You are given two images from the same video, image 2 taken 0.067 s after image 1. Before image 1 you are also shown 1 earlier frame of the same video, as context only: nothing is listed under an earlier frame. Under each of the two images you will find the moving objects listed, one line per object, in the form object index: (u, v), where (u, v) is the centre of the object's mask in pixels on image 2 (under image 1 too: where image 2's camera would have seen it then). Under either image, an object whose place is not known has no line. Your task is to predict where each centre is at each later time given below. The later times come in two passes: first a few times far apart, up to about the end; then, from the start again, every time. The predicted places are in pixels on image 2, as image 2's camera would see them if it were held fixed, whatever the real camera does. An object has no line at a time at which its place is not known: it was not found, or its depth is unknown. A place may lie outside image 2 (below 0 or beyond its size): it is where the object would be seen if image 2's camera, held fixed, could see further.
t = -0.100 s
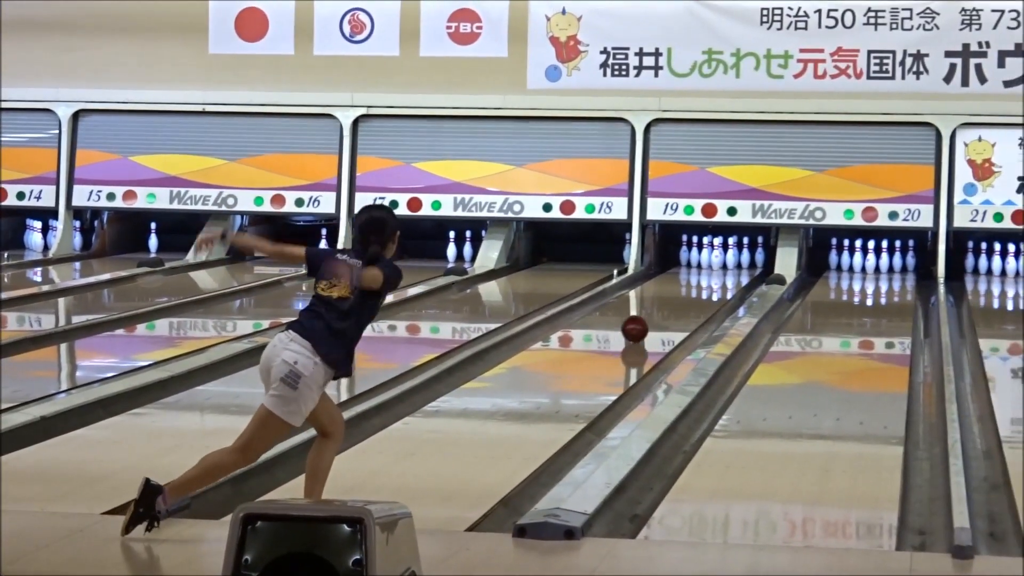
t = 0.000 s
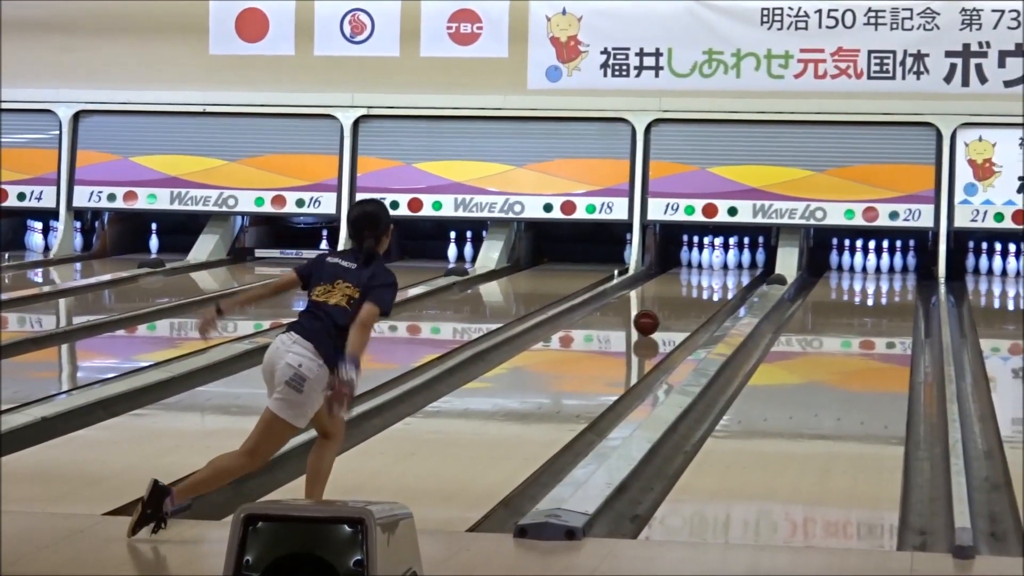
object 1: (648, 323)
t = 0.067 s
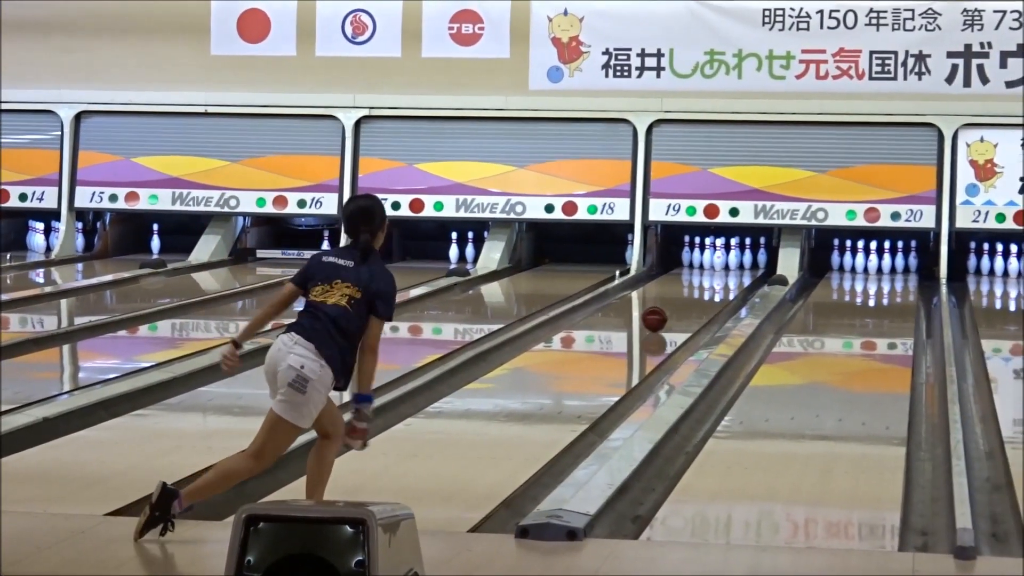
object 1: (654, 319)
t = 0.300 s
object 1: (675, 306)
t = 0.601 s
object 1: (697, 291)
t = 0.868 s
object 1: (710, 280)
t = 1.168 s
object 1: (718, 270)
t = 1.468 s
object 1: (720, 263)
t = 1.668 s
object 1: (718, 260)
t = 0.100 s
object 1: (658, 317)
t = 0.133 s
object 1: (661, 315)
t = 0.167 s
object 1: (664, 313)
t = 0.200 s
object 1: (667, 311)
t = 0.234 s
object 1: (670, 309)
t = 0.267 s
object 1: (672, 307)
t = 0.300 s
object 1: (675, 306)
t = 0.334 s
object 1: (678, 304)
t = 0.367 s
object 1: (681, 302)
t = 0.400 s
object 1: (683, 300)
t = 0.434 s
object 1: (686, 299)
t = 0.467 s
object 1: (688, 297)
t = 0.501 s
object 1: (690, 296)
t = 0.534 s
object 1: (692, 294)
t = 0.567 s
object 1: (694, 292)
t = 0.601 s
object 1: (697, 291)
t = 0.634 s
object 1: (698, 289)
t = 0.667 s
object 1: (700, 288)
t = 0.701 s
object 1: (702, 286)
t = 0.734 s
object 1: (704, 285)
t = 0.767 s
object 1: (705, 284)
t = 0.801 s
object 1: (707, 282)
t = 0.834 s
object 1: (708, 281)
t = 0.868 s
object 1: (710, 280)
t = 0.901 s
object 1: (711, 278)
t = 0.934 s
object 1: (712, 277)
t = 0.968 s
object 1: (713, 276)
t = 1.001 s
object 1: (714, 275)
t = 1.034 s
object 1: (715, 274)
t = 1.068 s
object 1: (716, 273)
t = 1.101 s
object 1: (717, 272)
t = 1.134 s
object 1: (718, 271)
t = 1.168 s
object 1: (718, 270)
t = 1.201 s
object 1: (719, 269)
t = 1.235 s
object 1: (719, 268)
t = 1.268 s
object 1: (719, 267)
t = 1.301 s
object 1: (720, 267)
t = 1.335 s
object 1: (720, 266)
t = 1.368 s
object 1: (720, 265)
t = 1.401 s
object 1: (720, 264)
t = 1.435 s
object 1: (720, 263)
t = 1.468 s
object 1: (720, 263)
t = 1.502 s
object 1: (720, 262)
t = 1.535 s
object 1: (721, 262)
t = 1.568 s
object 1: (722, 262)
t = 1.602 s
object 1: (720, 261)
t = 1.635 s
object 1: (719, 261)
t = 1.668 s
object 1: (718, 260)
